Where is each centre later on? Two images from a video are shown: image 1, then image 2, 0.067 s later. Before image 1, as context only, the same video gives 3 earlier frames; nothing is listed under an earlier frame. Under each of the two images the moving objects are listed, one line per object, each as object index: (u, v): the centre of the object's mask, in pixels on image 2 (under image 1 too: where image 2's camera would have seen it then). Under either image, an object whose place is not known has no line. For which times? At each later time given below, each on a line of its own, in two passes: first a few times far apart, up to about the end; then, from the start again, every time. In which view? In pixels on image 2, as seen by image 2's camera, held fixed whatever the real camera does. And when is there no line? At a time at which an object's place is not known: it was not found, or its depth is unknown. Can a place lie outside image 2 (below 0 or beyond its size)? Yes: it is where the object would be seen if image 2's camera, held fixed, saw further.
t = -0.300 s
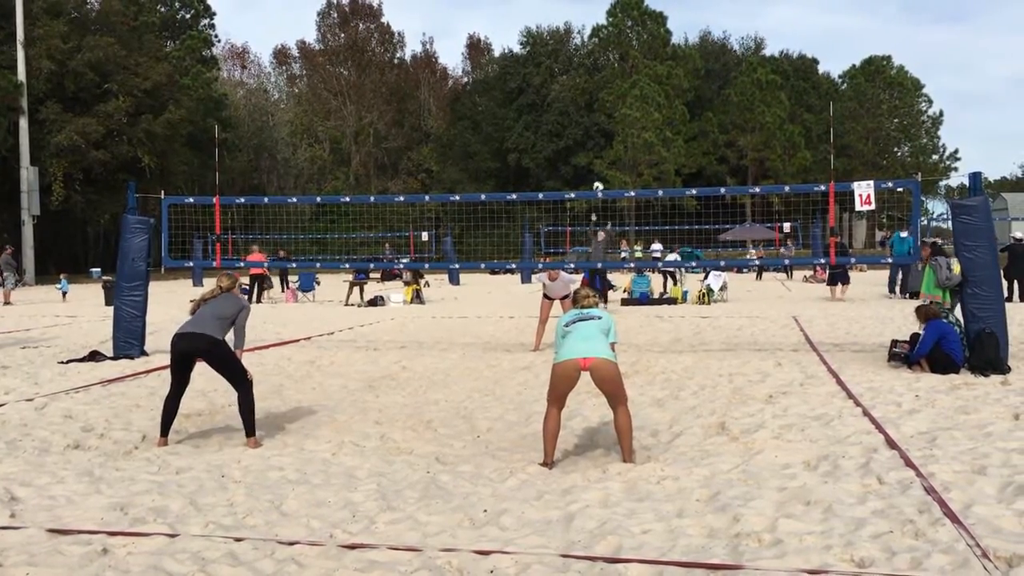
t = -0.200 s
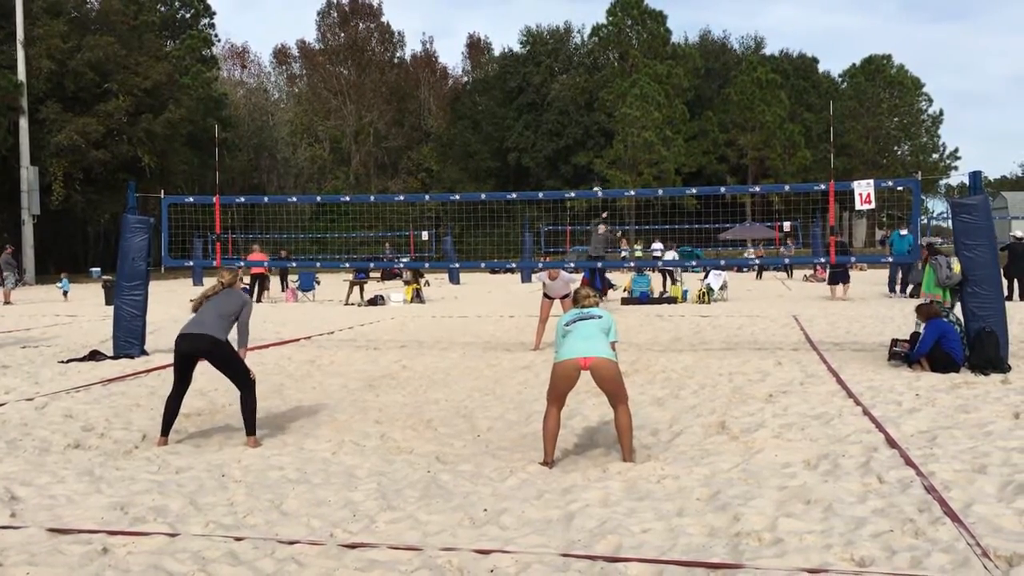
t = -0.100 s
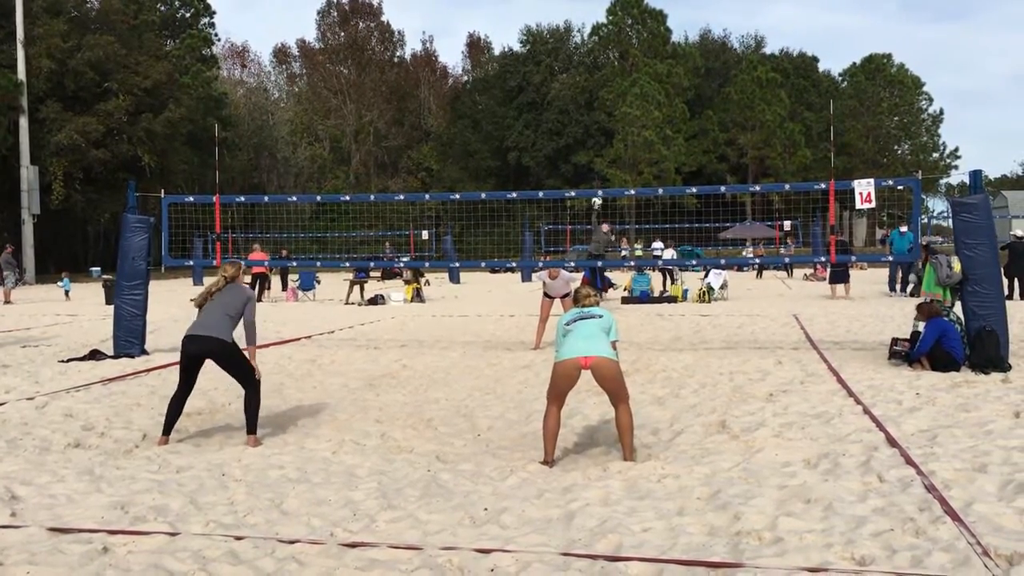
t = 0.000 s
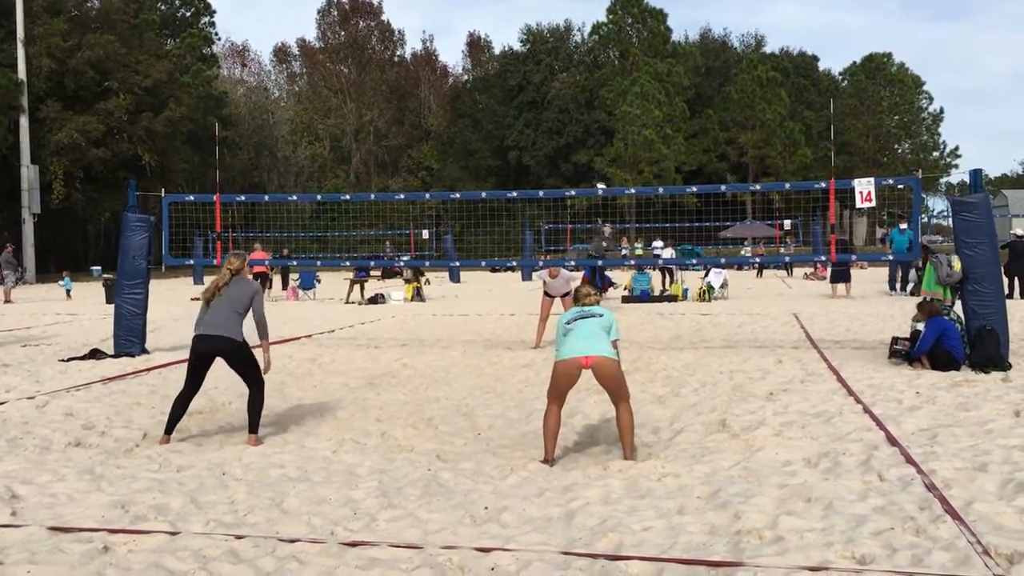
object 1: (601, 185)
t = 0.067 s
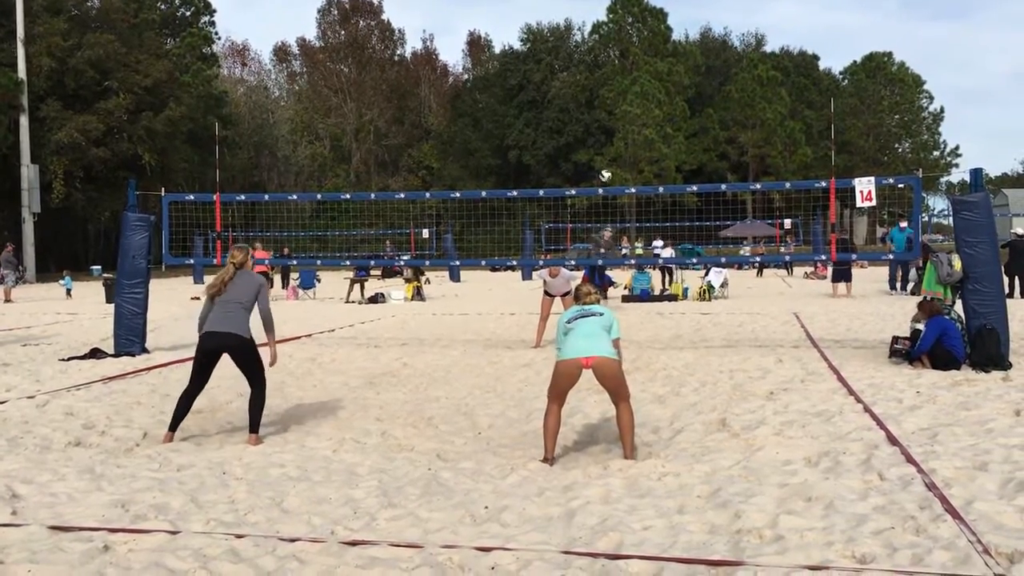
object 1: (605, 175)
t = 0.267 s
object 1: (624, 149)
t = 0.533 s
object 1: (667, 150)
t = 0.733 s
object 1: (719, 201)
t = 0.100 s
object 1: (607, 170)
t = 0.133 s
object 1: (610, 165)
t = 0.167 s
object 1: (613, 161)
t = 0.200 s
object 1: (617, 156)
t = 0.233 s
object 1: (620, 153)
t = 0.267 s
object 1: (624, 149)
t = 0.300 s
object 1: (628, 146)
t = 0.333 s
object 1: (633, 144)
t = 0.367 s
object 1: (638, 143)
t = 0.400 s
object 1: (643, 142)
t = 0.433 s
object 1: (649, 142)
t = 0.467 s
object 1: (654, 144)
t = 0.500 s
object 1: (660, 146)
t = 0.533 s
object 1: (667, 150)
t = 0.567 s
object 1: (674, 154)
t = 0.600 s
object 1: (682, 161)
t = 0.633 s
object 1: (690, 168)
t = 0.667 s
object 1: (698, 178)
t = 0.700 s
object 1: (708, 188)
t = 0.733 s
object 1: (719, 201)
